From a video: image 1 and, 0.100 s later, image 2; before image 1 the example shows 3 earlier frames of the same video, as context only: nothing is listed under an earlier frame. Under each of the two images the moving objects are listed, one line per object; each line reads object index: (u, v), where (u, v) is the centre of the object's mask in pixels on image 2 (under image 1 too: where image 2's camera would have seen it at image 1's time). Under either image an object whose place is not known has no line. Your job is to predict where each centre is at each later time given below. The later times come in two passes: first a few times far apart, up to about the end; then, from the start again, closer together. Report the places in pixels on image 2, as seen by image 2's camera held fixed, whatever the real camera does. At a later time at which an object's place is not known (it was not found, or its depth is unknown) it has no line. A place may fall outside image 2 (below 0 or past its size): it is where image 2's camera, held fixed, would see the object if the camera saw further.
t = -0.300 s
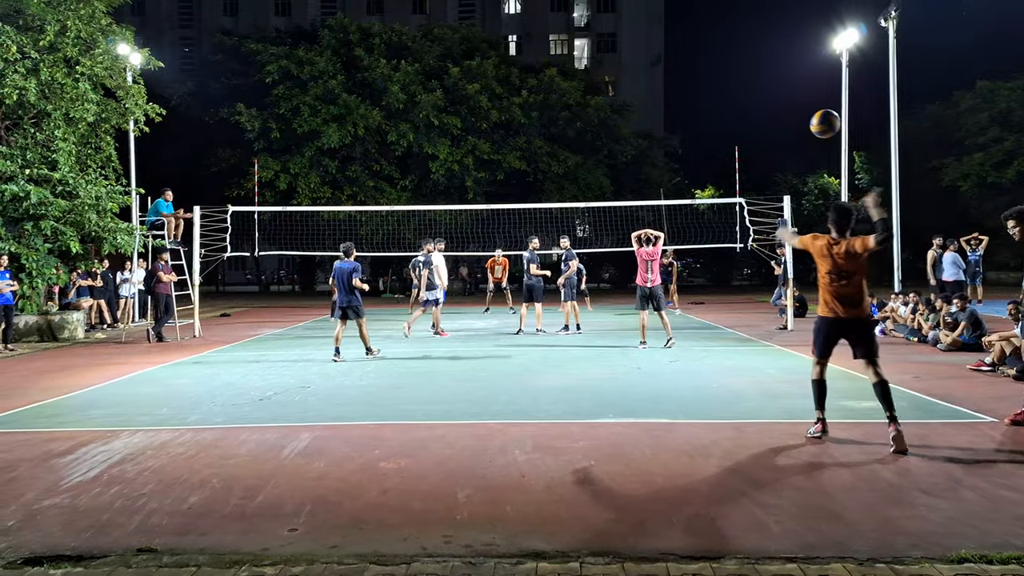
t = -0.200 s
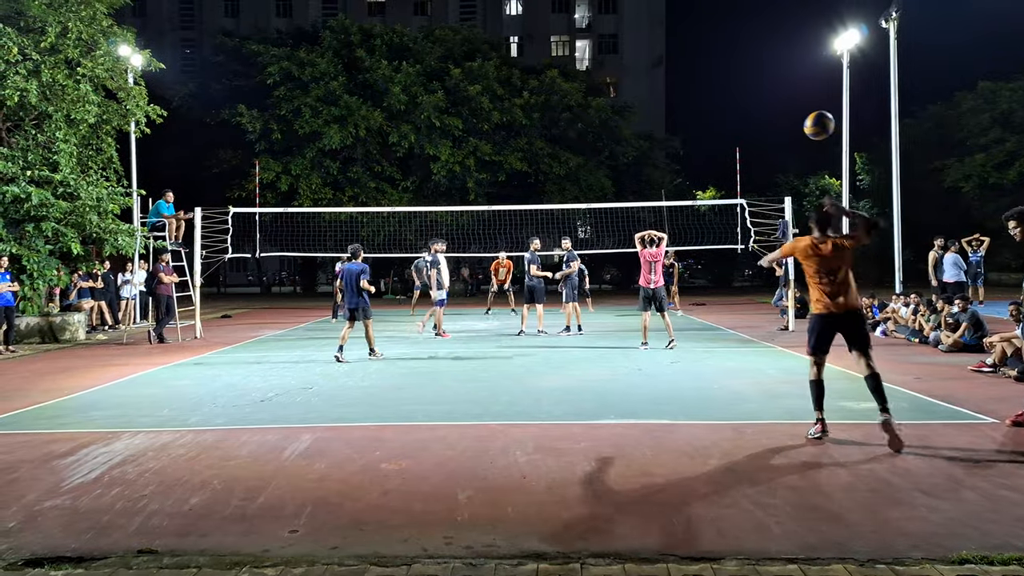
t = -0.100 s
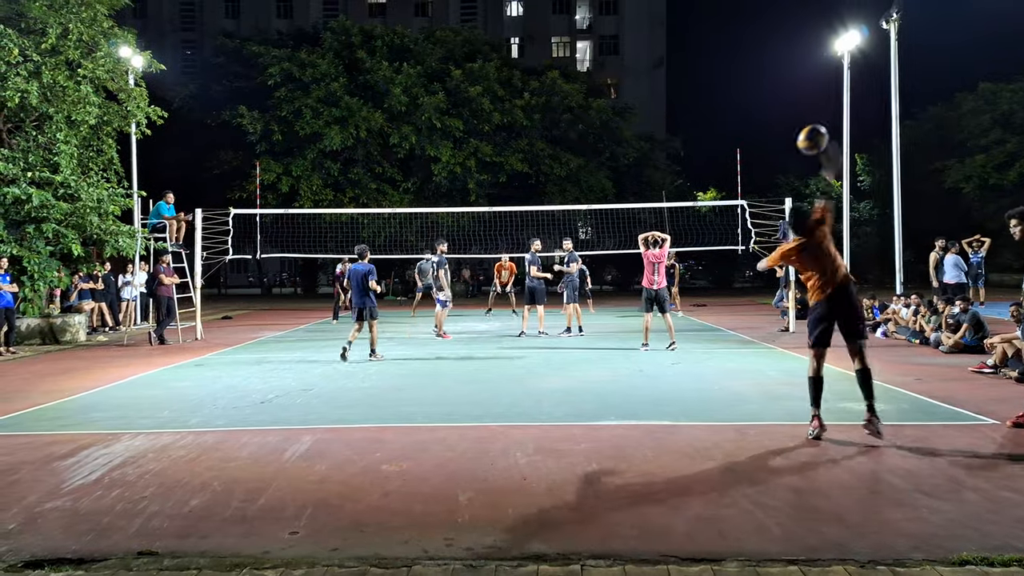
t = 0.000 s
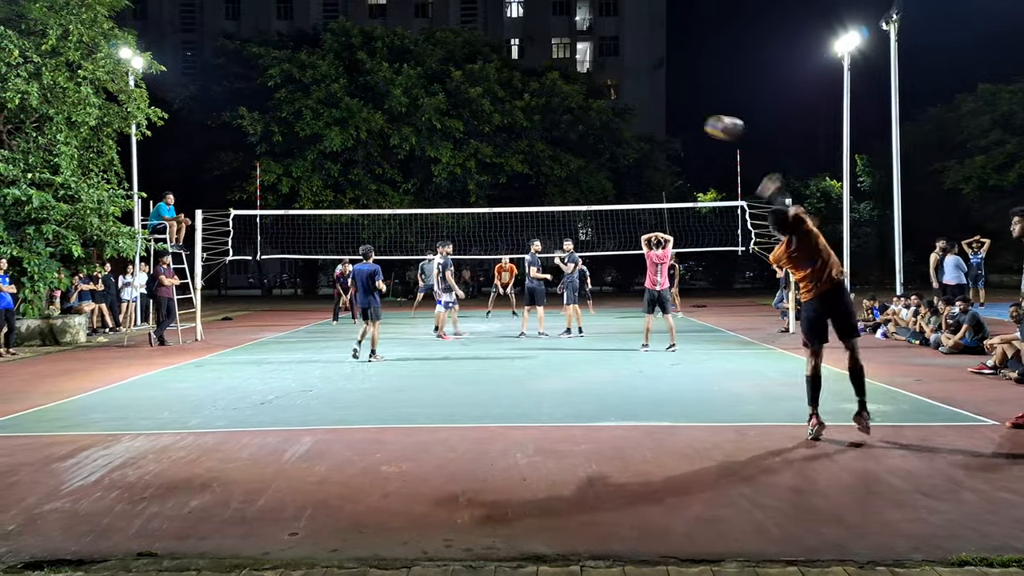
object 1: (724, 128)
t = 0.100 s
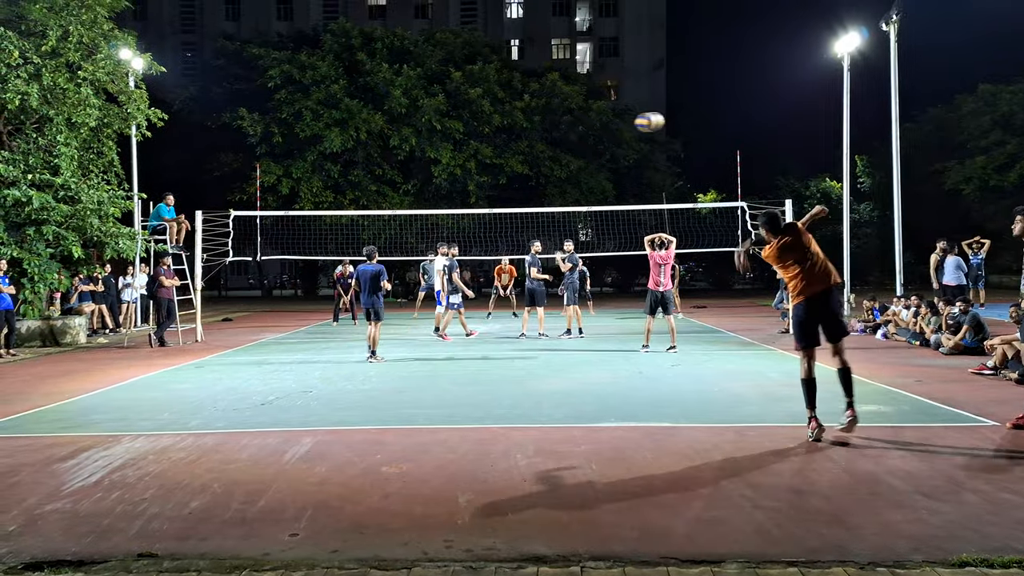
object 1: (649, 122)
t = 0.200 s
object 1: (599, 128)
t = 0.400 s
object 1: (531, 159)
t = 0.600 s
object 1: (488, 202)
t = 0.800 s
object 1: (456, 251)
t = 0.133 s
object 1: (630, 123)
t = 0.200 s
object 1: (599, 128)
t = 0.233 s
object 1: (585, 131)
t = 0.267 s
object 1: (573, 136)
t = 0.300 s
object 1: (561, 141)
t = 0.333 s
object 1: (551, 147)
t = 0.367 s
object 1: (541, 153)
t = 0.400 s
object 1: (531, 159)
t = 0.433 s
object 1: (523, 165)
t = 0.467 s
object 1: (515, 172)
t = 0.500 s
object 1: (507, 179)
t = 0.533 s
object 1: (501, 187)
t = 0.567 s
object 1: (494, 194)
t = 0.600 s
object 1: (488, 202)
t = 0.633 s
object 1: (482, 210)
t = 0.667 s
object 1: (476, 219)
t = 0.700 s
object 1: (470, 226)
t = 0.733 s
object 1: (465, 235)
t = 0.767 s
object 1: (461, 243)
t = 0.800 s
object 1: (456, 251)
